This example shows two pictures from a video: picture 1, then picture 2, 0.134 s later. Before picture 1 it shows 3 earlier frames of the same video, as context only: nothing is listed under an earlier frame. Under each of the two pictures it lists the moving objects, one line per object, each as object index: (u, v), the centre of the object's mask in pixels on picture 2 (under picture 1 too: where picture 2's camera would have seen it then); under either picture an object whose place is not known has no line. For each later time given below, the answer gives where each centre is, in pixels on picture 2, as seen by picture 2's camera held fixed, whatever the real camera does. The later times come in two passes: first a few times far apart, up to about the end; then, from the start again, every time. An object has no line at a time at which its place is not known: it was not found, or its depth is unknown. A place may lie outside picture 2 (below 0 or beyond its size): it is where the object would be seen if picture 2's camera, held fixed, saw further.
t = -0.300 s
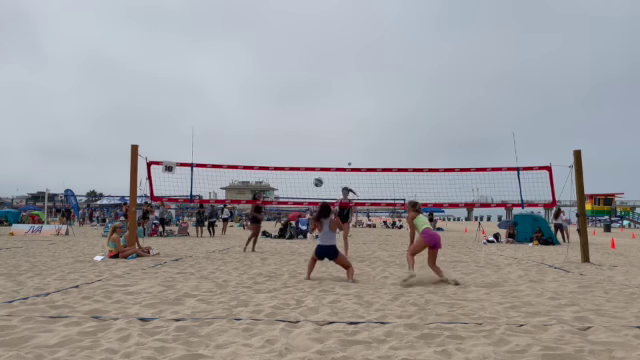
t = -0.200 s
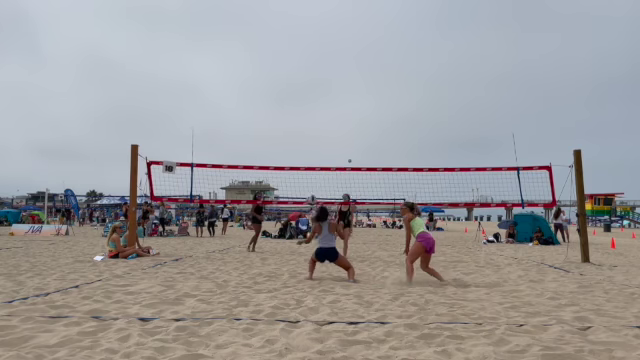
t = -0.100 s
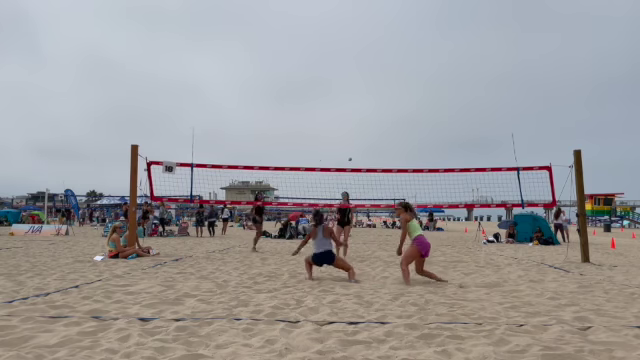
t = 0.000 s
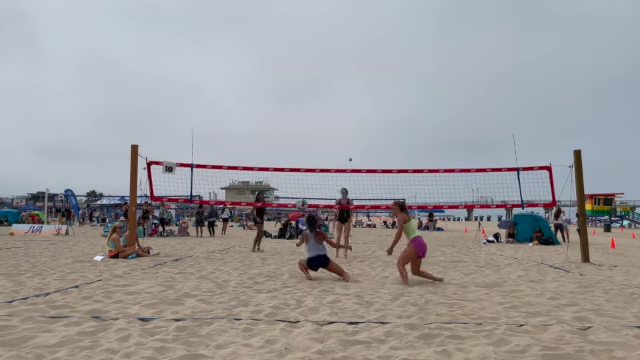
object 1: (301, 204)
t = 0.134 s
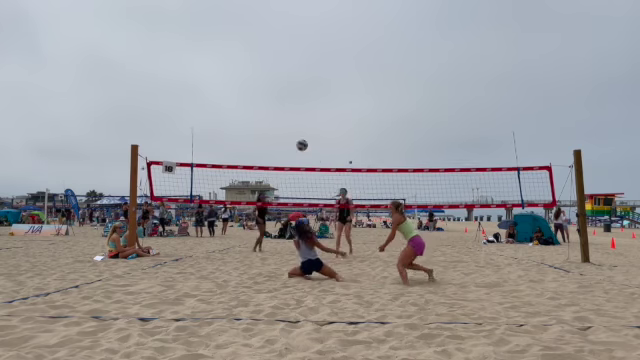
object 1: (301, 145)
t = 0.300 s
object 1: (301, 89)
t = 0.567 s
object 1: (299, 37)
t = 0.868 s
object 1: (296, 23)
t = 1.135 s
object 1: (293, 45)
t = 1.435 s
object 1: (289, 103)
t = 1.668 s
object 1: (284, 169)
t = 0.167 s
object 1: (301, 132)
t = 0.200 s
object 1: (301, 120)
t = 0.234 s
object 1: (301, 109)
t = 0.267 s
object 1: (301, 99)
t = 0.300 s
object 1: (301, 89)
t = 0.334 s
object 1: (301, 81)
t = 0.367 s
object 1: (301, 73)
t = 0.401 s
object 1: (300, 65)
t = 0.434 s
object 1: (300, 58)
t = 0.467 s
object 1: (300, 52)
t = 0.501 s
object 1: (300, 46)
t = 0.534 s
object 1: (299, 41)
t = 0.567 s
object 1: (299, 37)
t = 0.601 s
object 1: (299, 33)
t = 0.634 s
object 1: (298, 30)
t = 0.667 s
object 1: (298, 28)
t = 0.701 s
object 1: (298, 26)
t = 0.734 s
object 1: (297, 24)
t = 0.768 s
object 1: (297, 23)
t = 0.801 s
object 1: (297, 22)
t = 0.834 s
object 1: (296, 23)
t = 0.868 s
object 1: (296, 23)
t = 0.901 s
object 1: (296, 24)
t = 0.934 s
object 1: (295, 26)
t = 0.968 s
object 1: (295, 28)
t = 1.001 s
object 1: (294, 30)
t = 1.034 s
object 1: (294, 33)
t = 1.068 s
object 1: (293, 37)
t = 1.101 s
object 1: (293, 41)
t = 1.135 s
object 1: (293, 45)
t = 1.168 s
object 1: (292, 50)
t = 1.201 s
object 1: (292, 55)
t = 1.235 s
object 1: (291, 61)
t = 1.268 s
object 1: (291, 67)
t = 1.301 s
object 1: (290, 73)
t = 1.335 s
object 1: (290, 80)
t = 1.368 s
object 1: (290, 87)
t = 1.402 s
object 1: (289, 94)
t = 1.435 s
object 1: (289, 103)
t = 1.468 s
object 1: (288, 111)
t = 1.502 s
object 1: (288, 119)
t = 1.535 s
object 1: (287, 128)
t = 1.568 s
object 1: (287, 138)
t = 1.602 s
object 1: (286, 148)
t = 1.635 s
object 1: (286, 158)
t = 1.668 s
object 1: (284, 169)
